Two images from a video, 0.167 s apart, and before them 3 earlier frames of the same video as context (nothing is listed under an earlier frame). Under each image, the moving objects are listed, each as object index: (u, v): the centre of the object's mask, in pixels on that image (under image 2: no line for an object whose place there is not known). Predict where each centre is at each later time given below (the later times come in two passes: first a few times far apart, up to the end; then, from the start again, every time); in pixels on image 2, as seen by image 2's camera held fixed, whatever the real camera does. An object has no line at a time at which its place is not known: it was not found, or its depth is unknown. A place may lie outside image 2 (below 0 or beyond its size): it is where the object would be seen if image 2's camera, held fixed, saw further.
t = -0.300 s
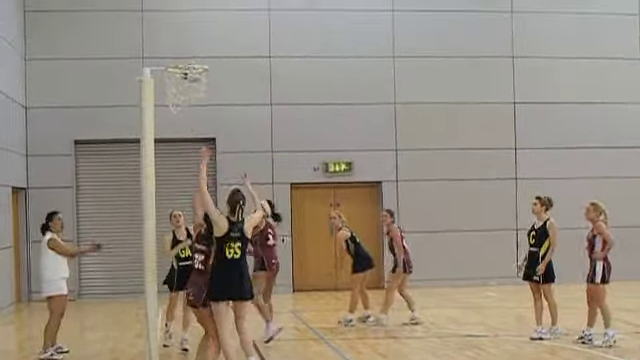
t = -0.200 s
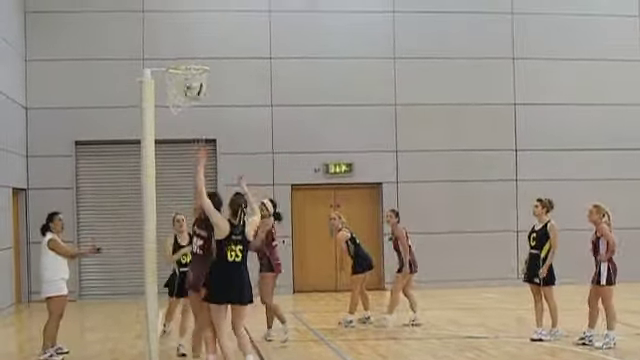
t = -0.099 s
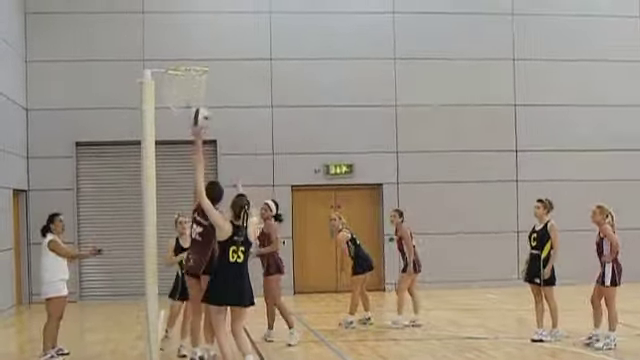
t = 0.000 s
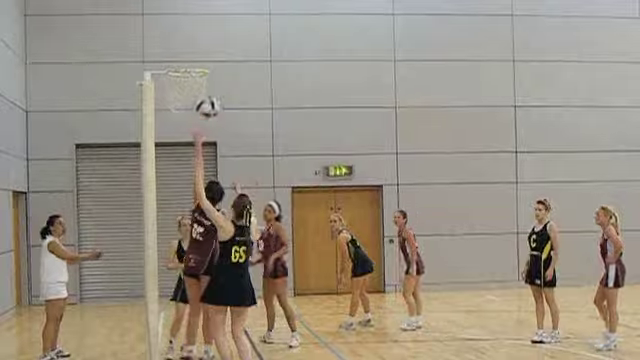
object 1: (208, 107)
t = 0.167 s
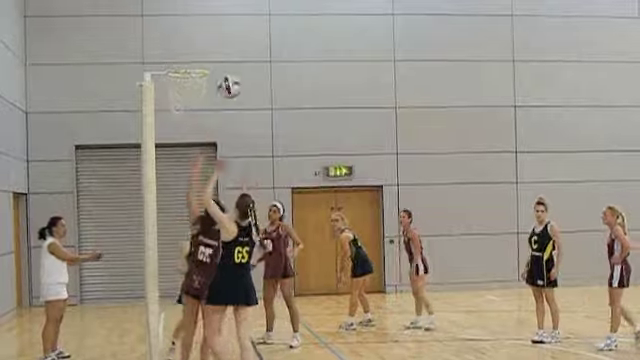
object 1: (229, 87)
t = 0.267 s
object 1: (242, 87)
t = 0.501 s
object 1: (273, 127)
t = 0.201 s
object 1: (234, 86)
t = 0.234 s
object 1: (238, 85)
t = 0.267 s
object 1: (242, 87)
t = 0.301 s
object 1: (247, 90)
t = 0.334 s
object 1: (252, 94)
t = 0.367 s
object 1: (255, 97)
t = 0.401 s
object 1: (260, 103)
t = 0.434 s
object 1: (264, 110)
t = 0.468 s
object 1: (269, 119)
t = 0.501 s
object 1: (273, 127)
